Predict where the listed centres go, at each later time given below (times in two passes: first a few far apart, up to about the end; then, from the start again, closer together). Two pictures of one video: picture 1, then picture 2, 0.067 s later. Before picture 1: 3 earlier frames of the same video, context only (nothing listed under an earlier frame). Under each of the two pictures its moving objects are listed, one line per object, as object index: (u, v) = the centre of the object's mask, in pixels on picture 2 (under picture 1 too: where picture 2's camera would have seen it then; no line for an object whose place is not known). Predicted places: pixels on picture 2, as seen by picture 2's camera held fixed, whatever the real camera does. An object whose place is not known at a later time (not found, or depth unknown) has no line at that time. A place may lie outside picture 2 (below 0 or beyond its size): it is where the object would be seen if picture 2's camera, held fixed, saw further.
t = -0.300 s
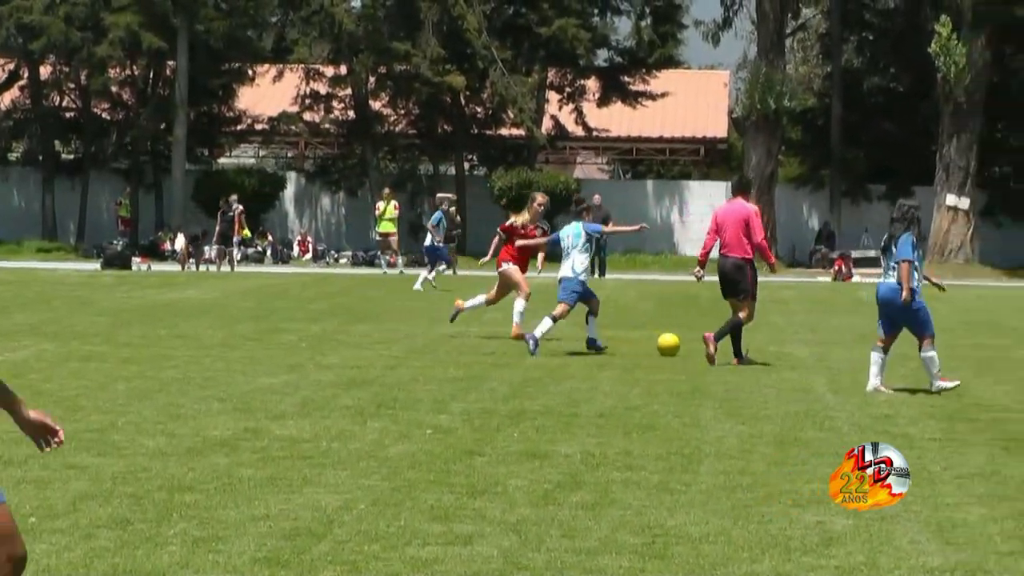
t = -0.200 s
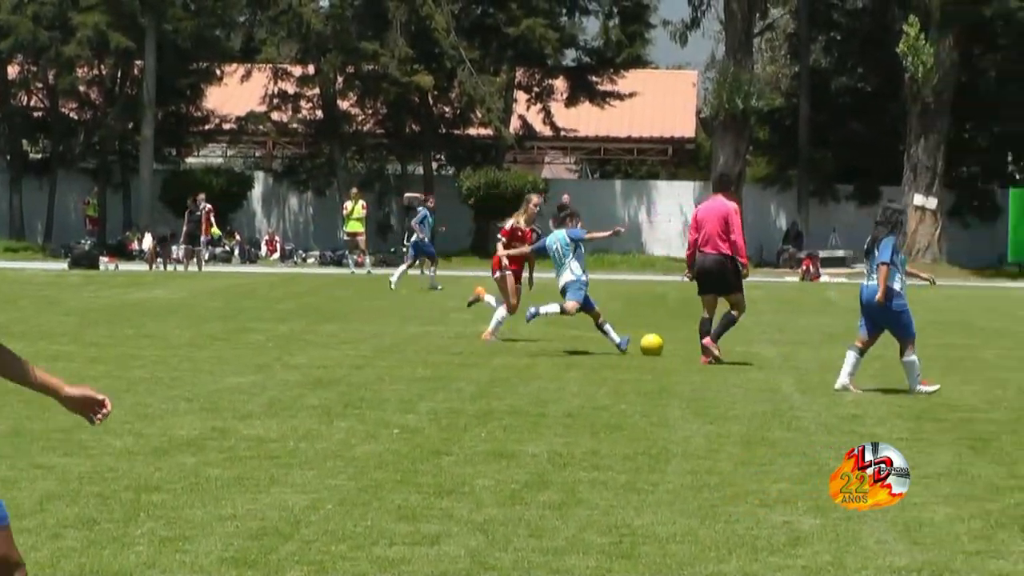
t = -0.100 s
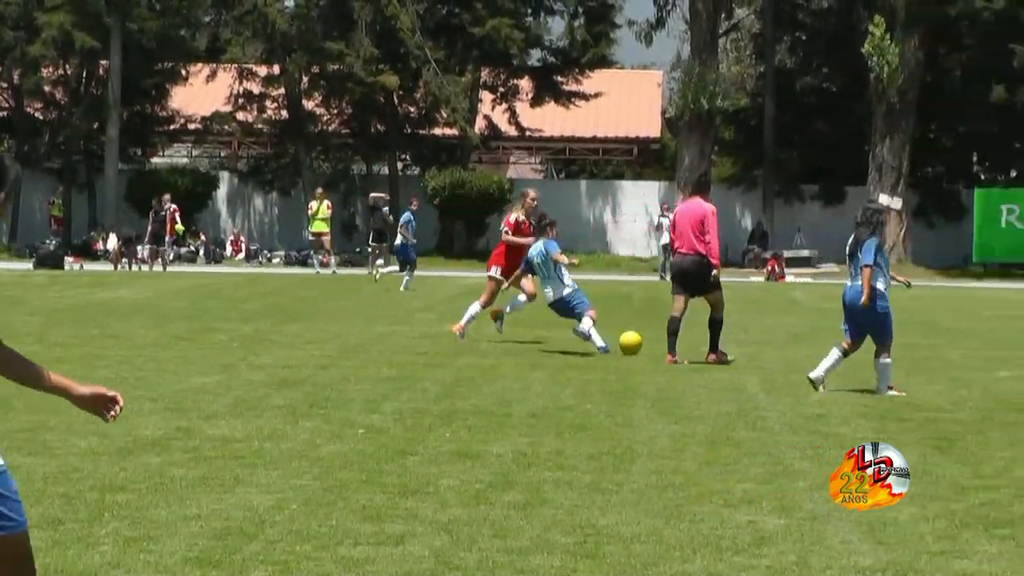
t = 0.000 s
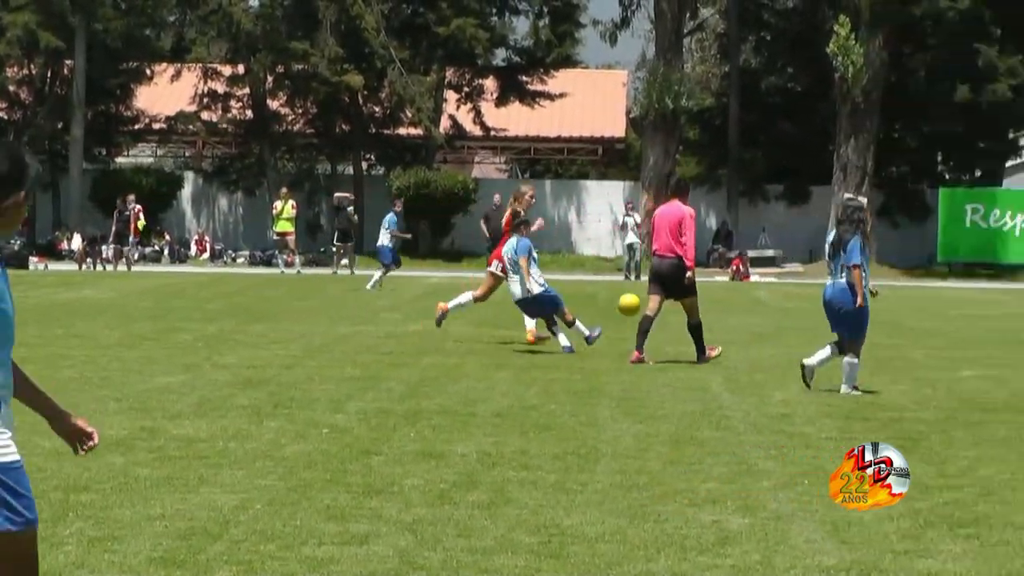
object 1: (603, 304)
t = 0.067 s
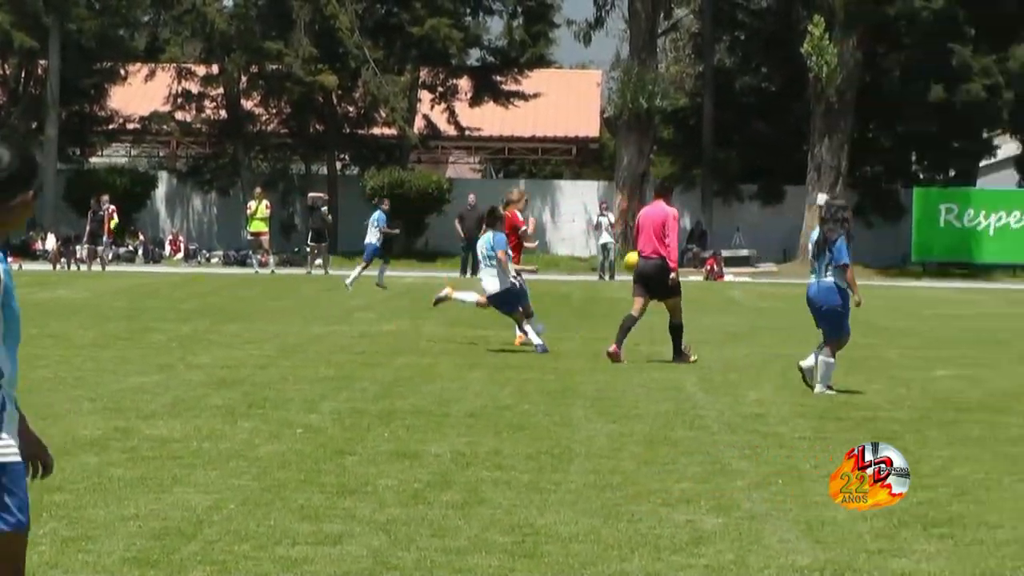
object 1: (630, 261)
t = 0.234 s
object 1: (706, 185)
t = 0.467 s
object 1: (798, 129)
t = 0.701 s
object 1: (878, 124)
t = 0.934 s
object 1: (946, 158)
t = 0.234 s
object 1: (706, 185)
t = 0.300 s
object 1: (733, 163)
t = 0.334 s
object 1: (746, 155)
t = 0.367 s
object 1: (759, 146)
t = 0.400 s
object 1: (773, 140)
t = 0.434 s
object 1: (785, 134)
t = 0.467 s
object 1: (798, 129)
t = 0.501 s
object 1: (810, 125)
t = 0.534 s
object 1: (822, 122)
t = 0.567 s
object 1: (834, 120)
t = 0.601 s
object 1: (846, 120)
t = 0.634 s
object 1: (857, 121)
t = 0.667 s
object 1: (868, 121)
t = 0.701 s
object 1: (878, 124)
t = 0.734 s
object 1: (889, 126)
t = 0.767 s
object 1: (899, 130)
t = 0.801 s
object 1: (909, 134)
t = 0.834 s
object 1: (919, 139)
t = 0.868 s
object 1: (928, 144)
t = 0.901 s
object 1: (937, 151)
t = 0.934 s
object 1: (946, 158)
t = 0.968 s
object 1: (955, 165)
